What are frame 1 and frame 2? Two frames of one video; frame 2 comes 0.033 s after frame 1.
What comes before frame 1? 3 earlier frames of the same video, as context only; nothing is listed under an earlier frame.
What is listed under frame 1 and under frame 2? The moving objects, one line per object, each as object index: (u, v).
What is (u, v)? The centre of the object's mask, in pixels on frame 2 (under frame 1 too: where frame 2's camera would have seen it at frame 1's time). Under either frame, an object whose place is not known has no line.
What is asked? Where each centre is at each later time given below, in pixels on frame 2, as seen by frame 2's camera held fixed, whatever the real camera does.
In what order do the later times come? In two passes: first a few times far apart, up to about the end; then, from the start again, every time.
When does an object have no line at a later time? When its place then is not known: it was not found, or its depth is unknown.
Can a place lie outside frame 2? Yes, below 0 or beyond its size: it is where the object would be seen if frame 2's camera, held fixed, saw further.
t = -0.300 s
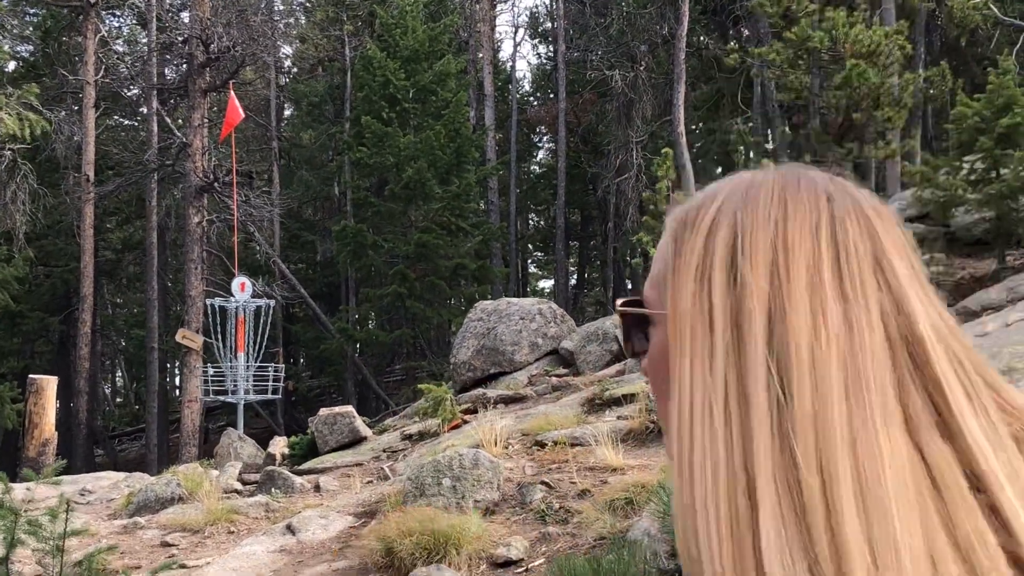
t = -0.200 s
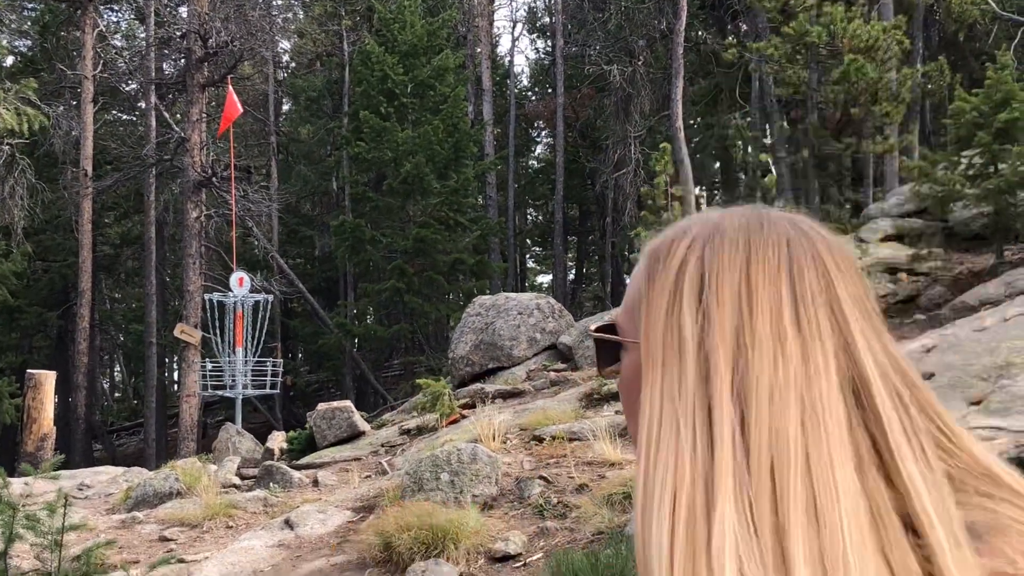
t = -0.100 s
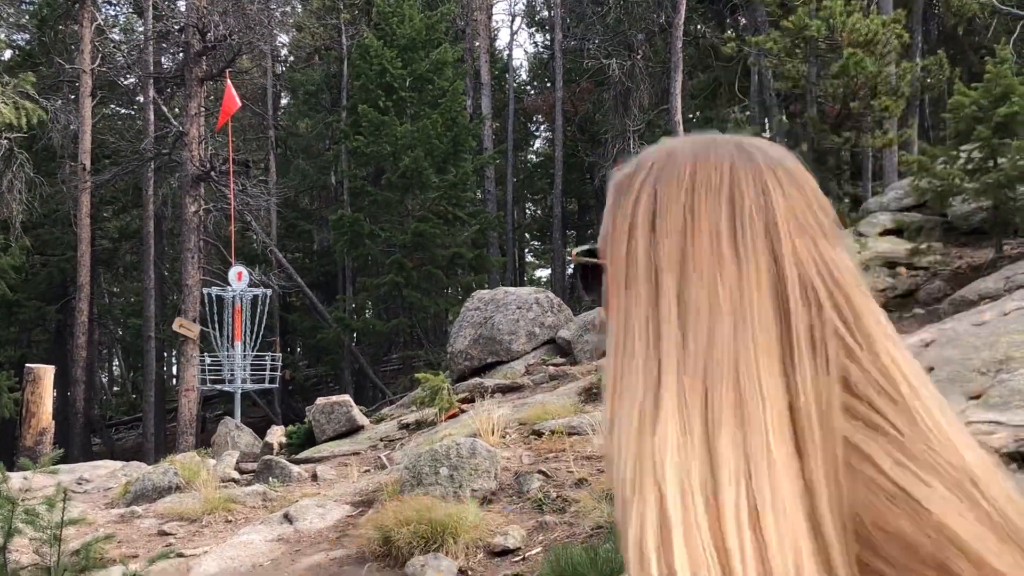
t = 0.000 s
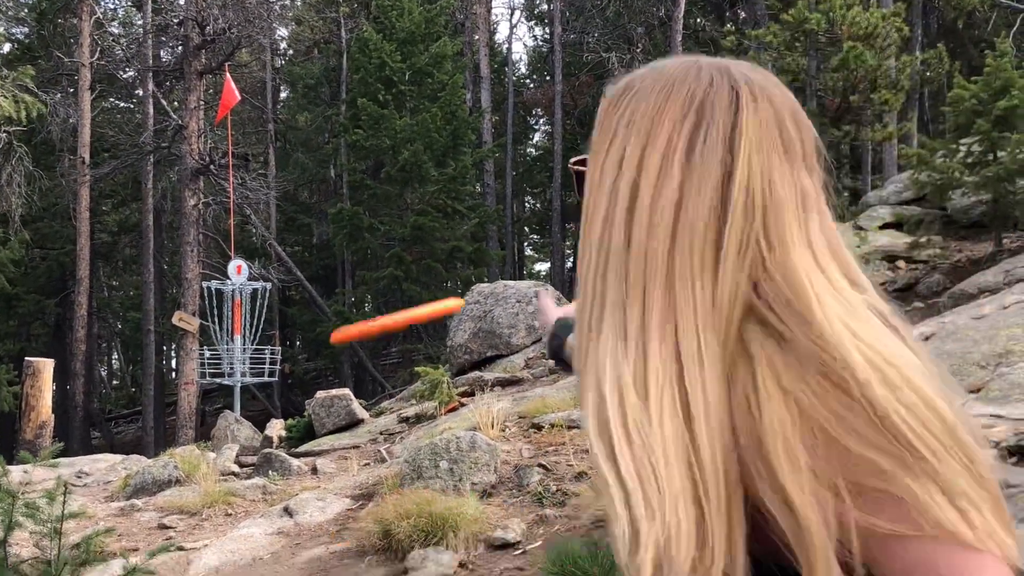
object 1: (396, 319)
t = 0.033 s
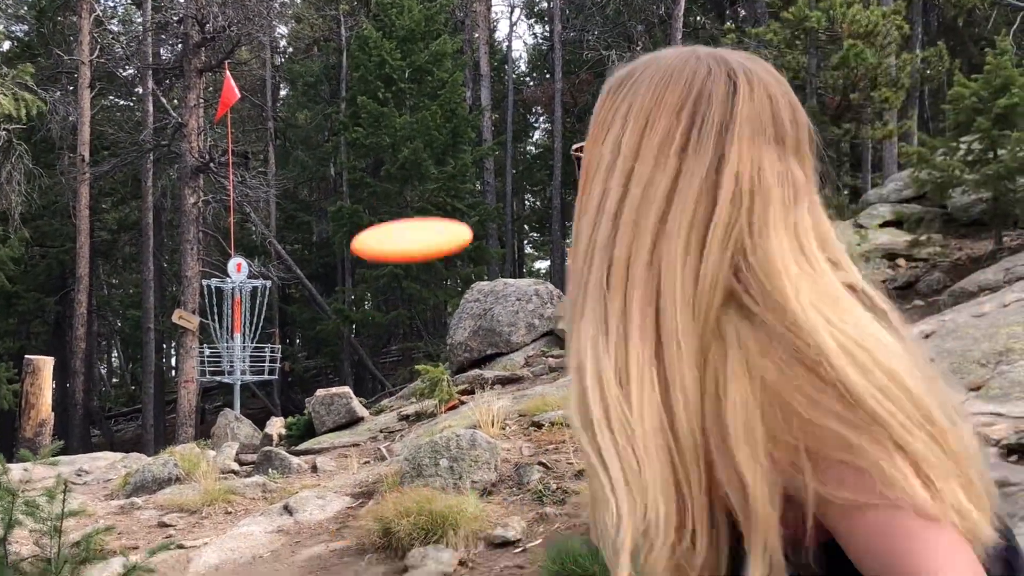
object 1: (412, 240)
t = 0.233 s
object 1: (455, 68)
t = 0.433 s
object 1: (469, 75)
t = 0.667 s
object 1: (471, 135)
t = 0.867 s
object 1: (464, 194)
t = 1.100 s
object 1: (443, 262)
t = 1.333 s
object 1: (408, 334)
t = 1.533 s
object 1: (369, 401)
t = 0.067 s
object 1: (424, 183)
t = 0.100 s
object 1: (431, 141)
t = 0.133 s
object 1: (440, 112)
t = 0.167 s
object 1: (446, 91)
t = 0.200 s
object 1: (450, 77)
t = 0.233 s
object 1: (455, 68)
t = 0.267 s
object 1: (459, 63)
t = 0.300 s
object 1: (460, 62)
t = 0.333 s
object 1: (463, 62)
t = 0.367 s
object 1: (467, 64)
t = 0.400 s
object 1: (467, 69)
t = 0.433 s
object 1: (469, 75)
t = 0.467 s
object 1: (470, 82)
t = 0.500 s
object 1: (470, 90)
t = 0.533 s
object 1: (471, 98)
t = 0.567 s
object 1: (472, 106)
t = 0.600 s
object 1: (472, 116)
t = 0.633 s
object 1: (472, 125)
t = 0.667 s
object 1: (471, 135)
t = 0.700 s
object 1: (471, 145)
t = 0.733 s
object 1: (470, 154)
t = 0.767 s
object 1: (468, 164)
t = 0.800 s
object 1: (467, 174)
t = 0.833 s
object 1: (466, 184)
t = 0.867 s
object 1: (464, 194)
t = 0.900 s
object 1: (462, 203)
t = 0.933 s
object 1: (459, 213)
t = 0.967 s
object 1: (457, 223)
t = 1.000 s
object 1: (454, 233)
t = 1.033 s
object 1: (451, 243)
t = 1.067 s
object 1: (447, 252)
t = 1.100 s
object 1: (443, 262)
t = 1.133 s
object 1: (439, 272)
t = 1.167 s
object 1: (434, 282)
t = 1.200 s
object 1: (430, 292)
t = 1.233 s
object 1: (425, 302)
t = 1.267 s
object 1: (420, 313)
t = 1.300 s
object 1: (414, 324)
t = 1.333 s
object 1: (408, 334)
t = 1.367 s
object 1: (403, 345)
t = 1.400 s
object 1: (396, 356)
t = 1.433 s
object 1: (389, 367)
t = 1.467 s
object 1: (382, 379)
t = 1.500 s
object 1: (375, 391)
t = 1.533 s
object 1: (369, 401)
